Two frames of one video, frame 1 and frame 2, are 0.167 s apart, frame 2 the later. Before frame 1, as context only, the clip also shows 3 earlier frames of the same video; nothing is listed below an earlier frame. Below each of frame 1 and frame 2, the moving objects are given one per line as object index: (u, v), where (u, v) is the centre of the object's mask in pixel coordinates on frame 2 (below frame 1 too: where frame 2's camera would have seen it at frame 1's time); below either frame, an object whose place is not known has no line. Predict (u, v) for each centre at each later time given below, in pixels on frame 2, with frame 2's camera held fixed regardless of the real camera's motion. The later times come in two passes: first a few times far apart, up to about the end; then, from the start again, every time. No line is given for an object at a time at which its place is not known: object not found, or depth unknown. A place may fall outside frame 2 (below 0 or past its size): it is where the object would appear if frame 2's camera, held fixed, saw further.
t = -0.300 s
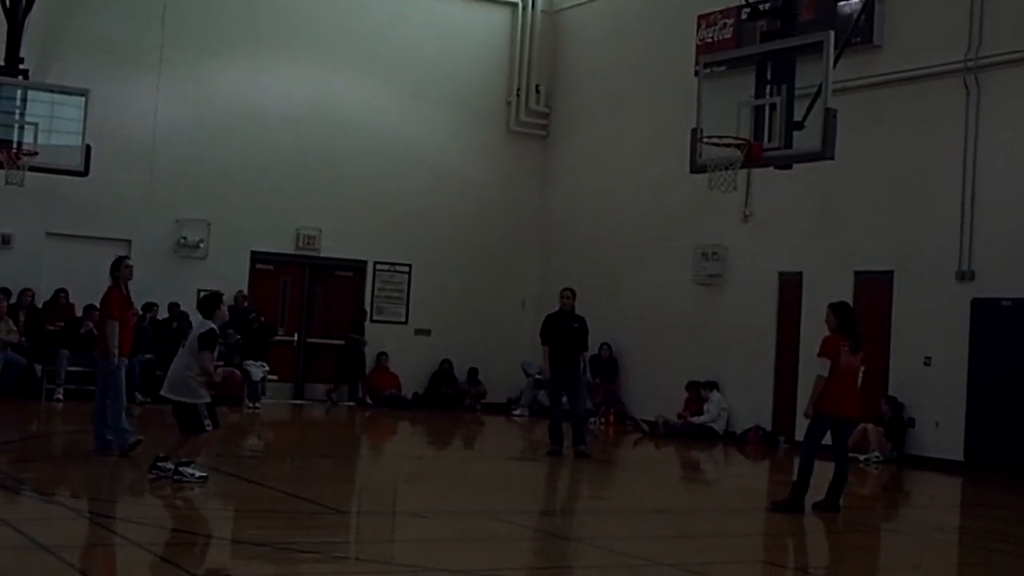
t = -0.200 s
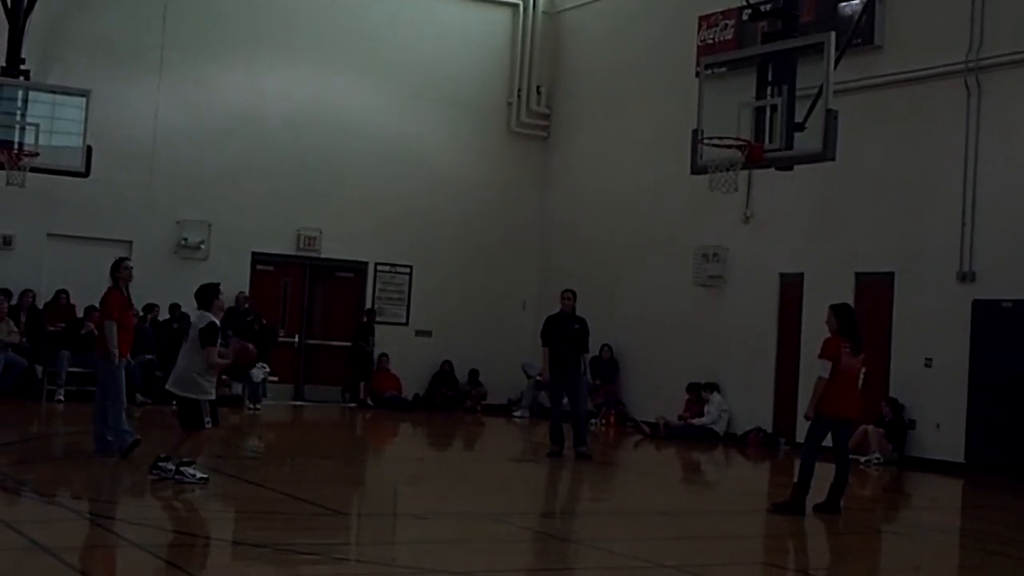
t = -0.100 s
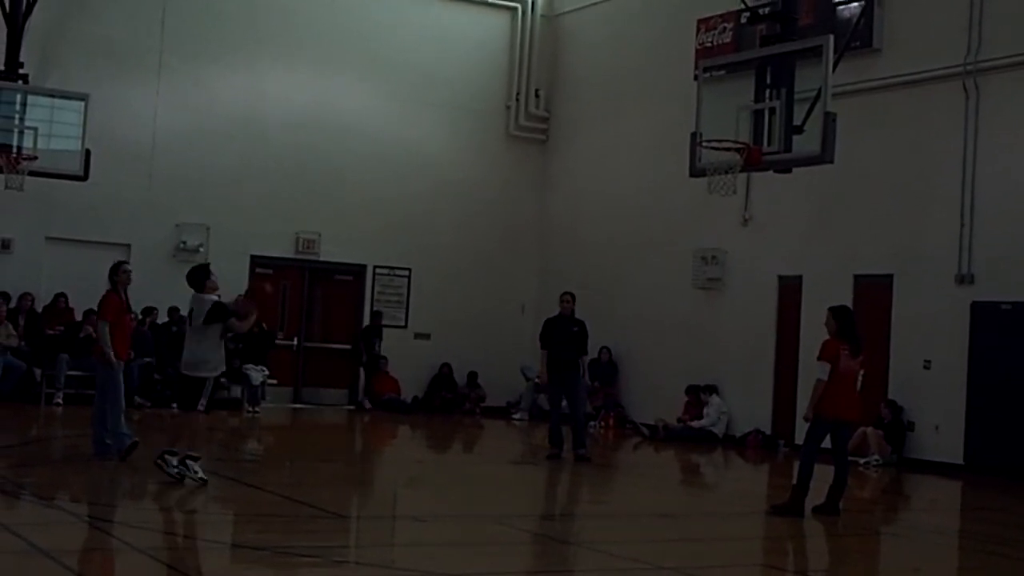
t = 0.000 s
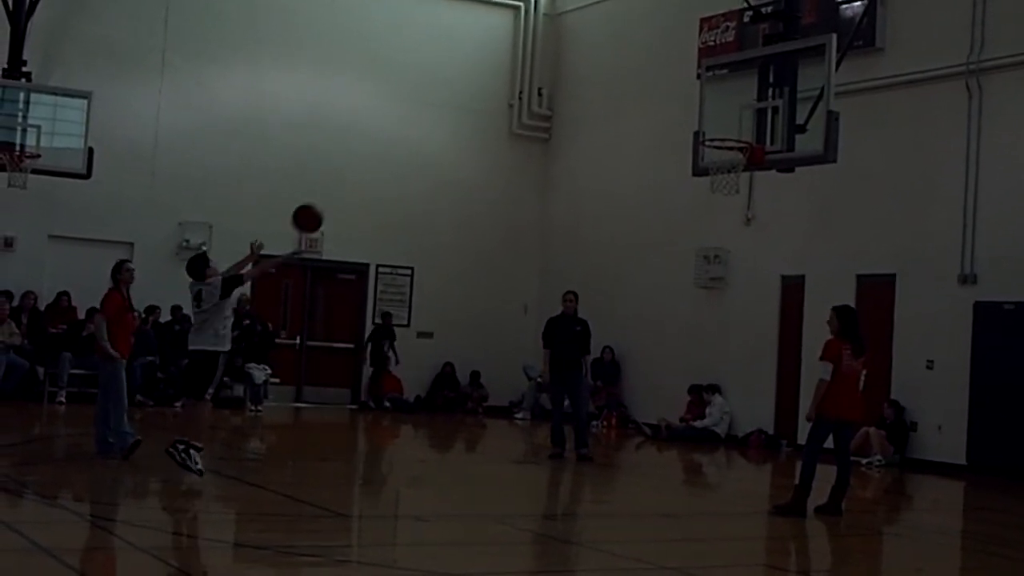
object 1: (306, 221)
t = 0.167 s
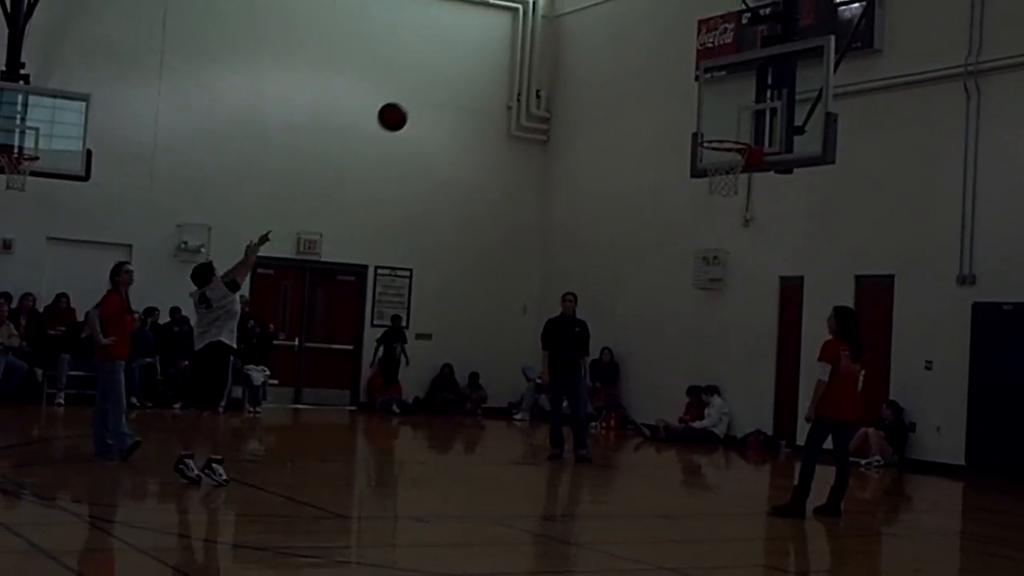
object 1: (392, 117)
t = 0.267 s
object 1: (440, 73)
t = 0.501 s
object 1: (541, 23)
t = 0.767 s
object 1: (641, 41)
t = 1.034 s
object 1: (730, 134)
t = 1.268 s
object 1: (695, 93)
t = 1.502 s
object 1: (646, 98)
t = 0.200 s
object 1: (408, 101)
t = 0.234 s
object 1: (424, 87)
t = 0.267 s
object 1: (440, 73)
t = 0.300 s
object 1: (455, 62)
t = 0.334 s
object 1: (470, 52)
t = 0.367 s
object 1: (485, 43)
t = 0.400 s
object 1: (499, 36)
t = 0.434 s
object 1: (513, 31)
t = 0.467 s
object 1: (527, 26)
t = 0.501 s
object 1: (541, 23)
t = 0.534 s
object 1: (554, 21)
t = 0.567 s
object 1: (567, 20)
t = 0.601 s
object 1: (580, 20)
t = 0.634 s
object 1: (593, 22)
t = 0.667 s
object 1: (606, 25)
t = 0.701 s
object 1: (618, 29)
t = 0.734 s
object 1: (629, 35)
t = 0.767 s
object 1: (641, 41)
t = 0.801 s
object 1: (654, 49)
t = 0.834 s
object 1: (665, 58)
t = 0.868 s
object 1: (676, 68)
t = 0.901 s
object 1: (687, 79)
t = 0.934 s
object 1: (698, 91)
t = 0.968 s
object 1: (709, 105)
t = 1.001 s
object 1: (720, 119)
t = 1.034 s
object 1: (730, 134)
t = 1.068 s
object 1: (731, 134)
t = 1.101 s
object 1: (725, 125)
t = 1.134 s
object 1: (719, 116)
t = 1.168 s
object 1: (714, 108)
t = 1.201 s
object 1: (708, 102)
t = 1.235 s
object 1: (702, 97)
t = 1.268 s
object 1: (695, 93)
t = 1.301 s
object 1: (689, 89)
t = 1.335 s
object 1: (682, 87)
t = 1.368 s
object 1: (676, 87)
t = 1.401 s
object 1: (669, 88)
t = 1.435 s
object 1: (661, 90)
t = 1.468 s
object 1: (654, 93)
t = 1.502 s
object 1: (646, 98)
